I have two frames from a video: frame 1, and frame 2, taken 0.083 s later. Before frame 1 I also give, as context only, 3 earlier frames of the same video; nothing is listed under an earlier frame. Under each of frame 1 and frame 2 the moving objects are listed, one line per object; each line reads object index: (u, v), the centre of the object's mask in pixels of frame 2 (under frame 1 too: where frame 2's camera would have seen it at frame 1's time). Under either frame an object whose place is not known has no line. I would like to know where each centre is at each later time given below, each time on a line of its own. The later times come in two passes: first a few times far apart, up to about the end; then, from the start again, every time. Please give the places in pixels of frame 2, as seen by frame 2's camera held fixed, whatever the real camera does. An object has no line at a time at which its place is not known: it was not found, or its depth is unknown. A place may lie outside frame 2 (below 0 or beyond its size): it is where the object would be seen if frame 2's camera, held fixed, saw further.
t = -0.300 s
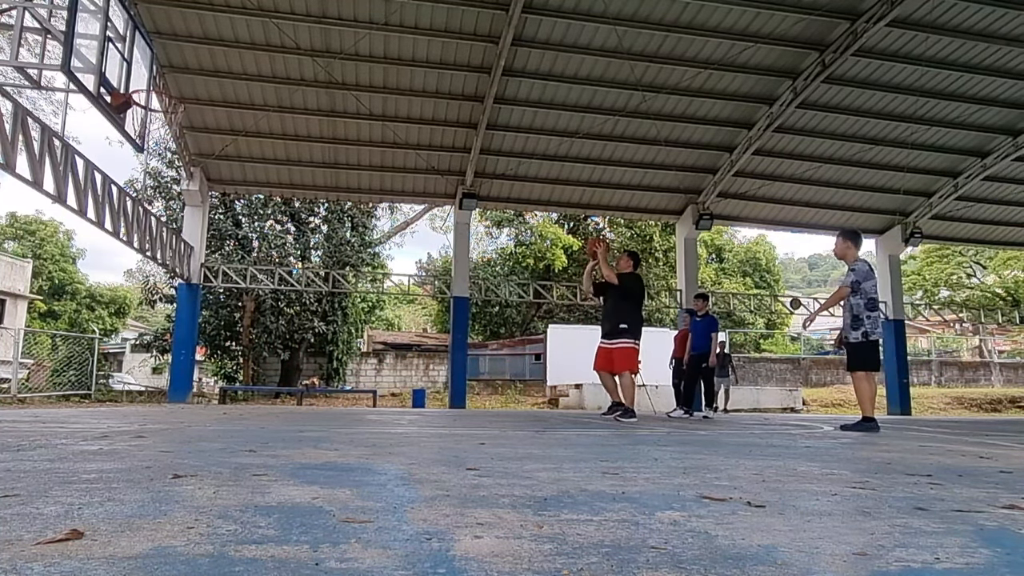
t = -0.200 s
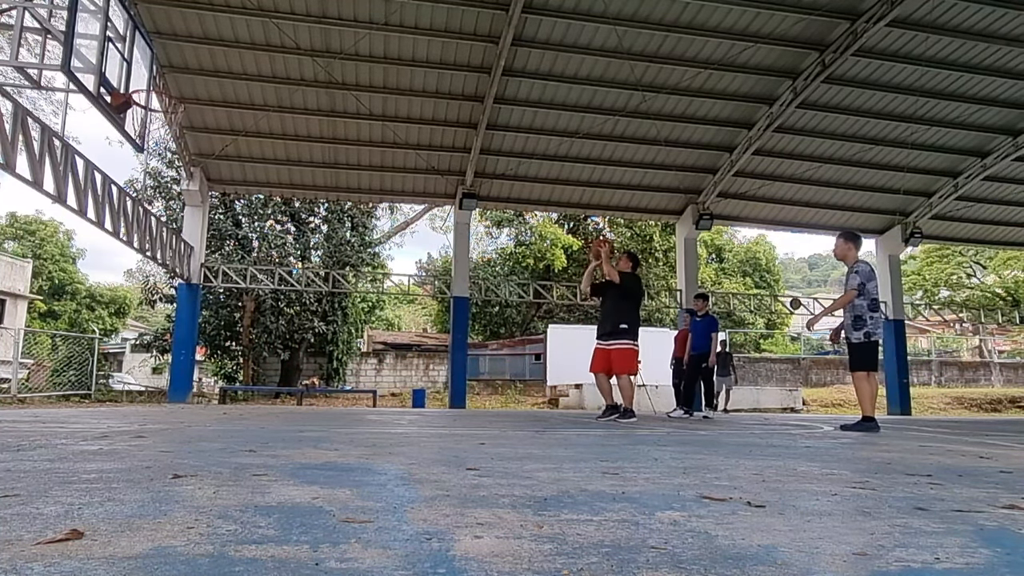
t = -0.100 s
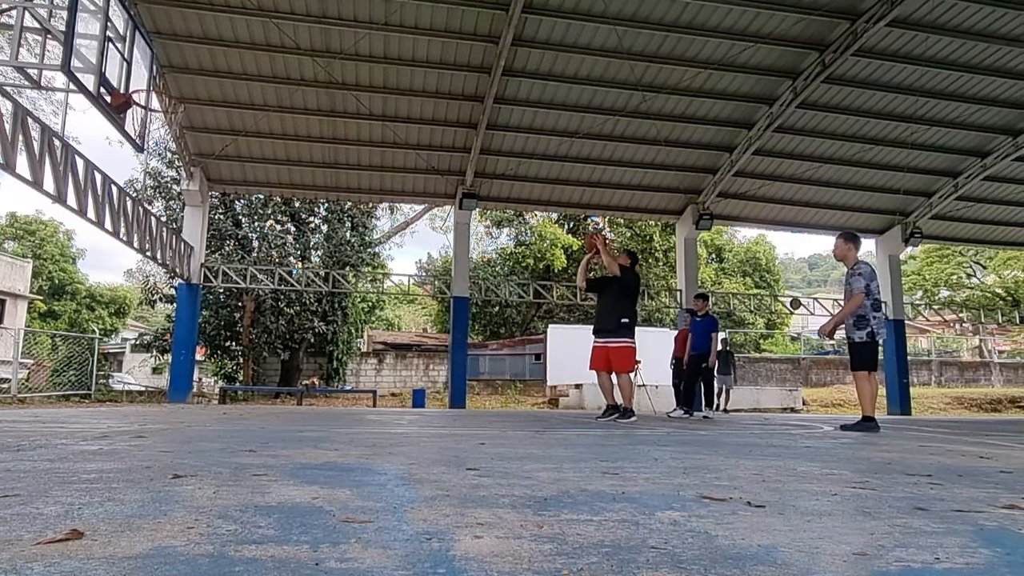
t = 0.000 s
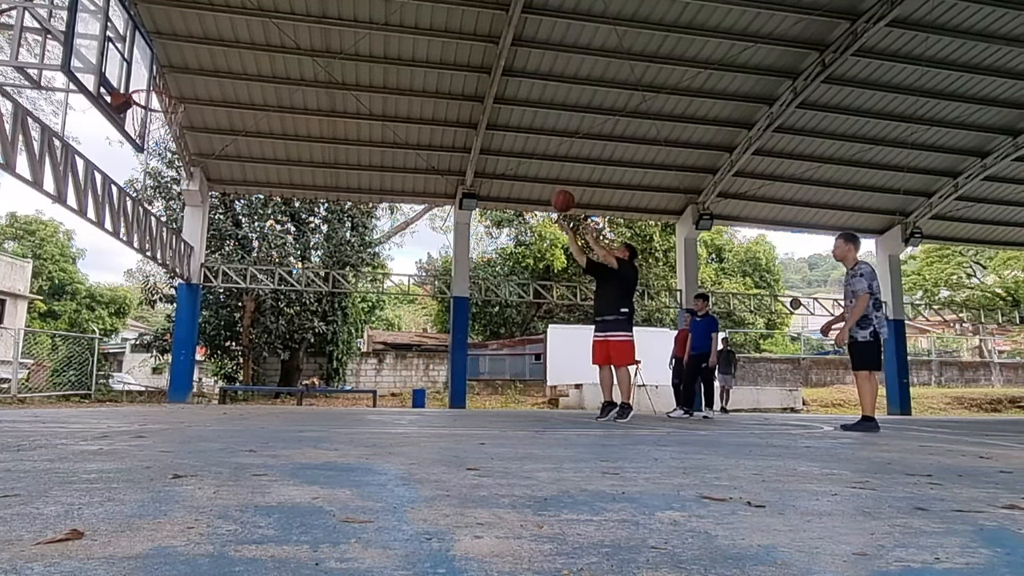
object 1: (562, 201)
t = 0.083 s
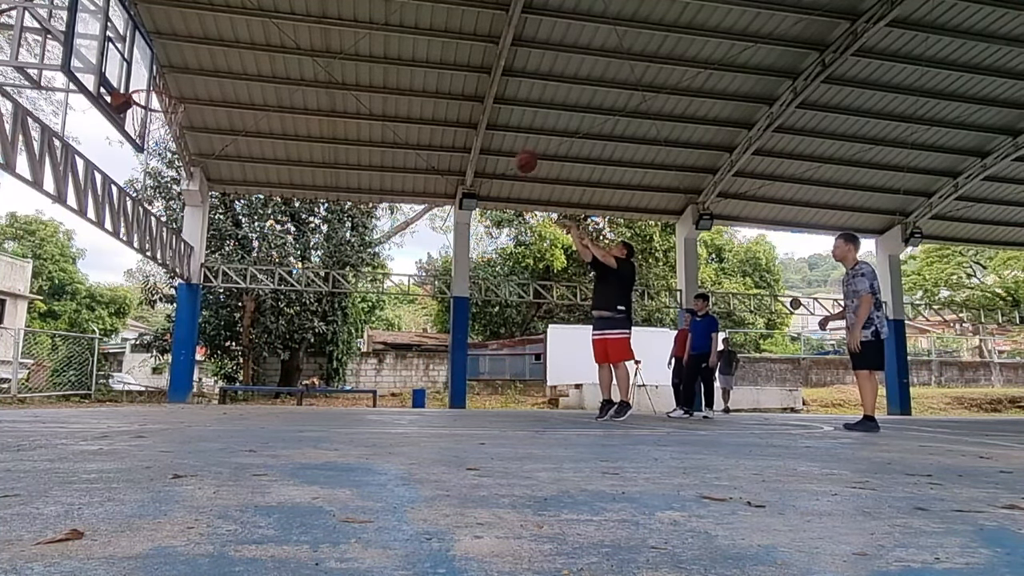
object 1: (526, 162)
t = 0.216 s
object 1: (466, 110)
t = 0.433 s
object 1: (367, 58)
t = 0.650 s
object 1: (262, 47)
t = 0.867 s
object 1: (147, 78)
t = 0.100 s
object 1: (518, 154)
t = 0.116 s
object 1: (511, 147)
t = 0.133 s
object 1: (504, 140)
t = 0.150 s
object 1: (495, 134)
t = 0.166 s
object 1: (488, 128)
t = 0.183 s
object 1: (481, 121)
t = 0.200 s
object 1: (473, 116)
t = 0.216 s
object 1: (466, 110)
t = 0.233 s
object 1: (459, 106)
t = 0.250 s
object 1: (451, 100)
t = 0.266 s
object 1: (444, 95)
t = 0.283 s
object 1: (436, 90)
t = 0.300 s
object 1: (429, 85)
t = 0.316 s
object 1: (421, 81)
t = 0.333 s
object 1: (414, 77)
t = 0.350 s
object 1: (406, 74)
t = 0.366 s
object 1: (398, 71)
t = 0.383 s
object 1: (390, 67)
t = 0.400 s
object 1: (382, 64)
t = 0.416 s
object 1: (374, 61)
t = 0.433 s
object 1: (367, 58)
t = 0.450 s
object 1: (359, 55)
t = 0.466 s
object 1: (351, 54)
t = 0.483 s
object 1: (343, 52)
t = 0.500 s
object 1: (335, 51)
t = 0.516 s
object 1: (327, 49)
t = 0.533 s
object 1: (319, 48)
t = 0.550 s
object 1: (311, 47)
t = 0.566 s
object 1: (303, 46)
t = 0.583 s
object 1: (295, 46)
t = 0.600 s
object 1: (287, 46)
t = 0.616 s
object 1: (278, 46)
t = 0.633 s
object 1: (271, 47)
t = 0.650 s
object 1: (262, 47)
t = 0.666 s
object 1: (253, 48)
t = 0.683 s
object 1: (244, 49)
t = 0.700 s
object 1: (235, 51)
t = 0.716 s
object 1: (227, 52)
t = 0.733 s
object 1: (219, 53)
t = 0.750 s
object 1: (210, 56)
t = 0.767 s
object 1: (201, 58)
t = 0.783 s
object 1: (192, 60)
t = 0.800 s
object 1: (183, 64)
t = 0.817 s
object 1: (174, 67)
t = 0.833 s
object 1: (166, 70)
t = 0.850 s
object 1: (156, 74)
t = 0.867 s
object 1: (147, 78)
